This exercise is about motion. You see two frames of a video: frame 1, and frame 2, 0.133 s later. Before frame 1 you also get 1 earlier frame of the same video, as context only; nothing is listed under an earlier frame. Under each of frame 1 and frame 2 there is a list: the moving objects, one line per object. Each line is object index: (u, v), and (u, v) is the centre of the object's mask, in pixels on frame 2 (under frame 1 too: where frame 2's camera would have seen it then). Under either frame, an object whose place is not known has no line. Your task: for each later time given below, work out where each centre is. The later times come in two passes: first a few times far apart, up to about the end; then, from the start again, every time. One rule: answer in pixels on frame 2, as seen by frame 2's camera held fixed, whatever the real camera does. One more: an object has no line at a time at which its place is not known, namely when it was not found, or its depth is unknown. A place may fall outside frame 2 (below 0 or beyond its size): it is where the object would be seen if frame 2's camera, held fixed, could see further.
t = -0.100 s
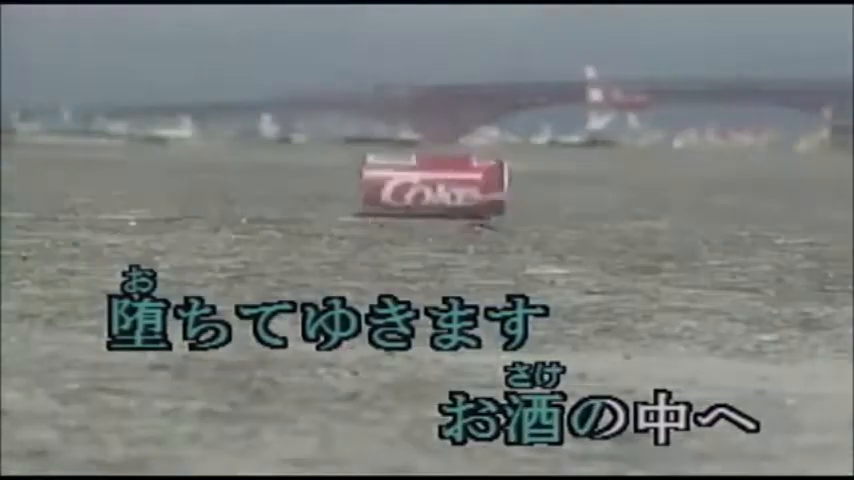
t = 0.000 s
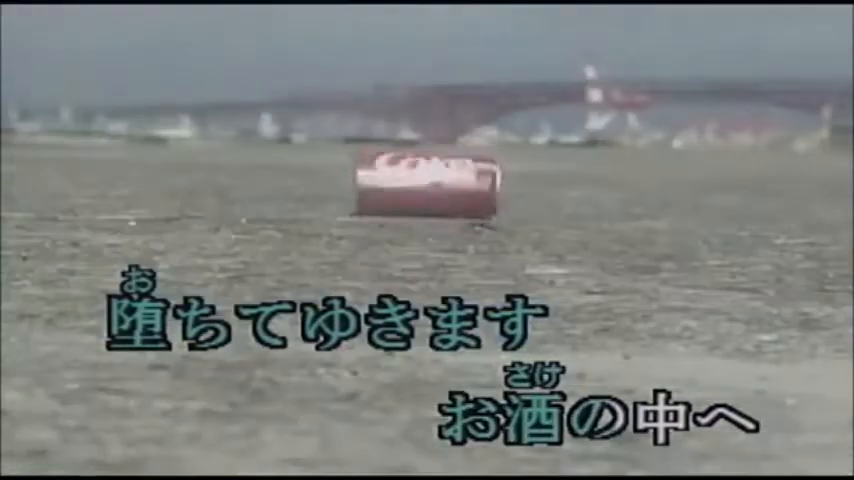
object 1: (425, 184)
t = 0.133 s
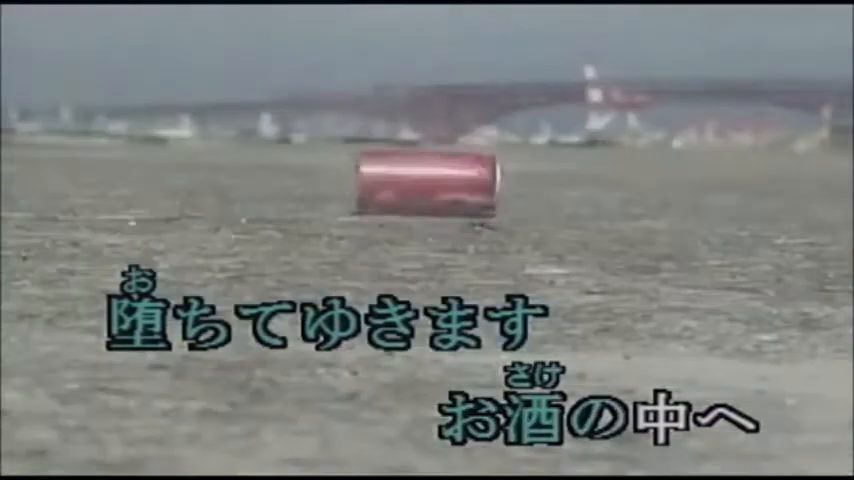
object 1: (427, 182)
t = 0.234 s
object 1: (423, 181)
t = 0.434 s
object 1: (407, 180)
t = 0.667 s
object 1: (388, 180)
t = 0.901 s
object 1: (372, 176)
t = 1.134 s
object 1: (342, 174)
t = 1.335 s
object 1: (316, 172)
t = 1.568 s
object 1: (286, 170)
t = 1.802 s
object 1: (260, 168)
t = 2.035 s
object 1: (250, 168)
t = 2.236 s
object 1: (242, 166)
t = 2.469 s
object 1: (235, 167)
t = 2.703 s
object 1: (233, 166)
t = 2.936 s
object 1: (240, 167)
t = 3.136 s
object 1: (242, 164)
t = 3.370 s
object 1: (244, 165)
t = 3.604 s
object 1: (245, 163)
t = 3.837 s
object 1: (240, 161)
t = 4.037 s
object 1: (227, 161)
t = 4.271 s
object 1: (212, 162)
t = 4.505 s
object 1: (195, 159)
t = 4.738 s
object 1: (175, 155)
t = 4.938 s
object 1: (155, 155)
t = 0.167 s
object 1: (426, 182)
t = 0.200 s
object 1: (424, 181)
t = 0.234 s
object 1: (423, 181)
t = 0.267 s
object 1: (422, 181)
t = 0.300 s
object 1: (418, 182)
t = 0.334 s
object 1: (412, 180)
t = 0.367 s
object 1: (408, 181)
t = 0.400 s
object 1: (406, 181)
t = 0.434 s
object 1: (407, 180)
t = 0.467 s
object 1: (406, 180)
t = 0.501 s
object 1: (405, 179)
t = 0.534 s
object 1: (401, 179)
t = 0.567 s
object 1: (396, 178)
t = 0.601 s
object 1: (392, 179)
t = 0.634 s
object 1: (391, 178)
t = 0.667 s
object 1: (388, 180)
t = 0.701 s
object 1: (387, 179)
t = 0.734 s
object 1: (384, 179)
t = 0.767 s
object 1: (380, 178)
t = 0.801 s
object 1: (380, 177)
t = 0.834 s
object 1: (377, 177)
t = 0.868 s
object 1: (373, 177)
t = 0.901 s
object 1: (372, 176)
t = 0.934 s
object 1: (371, 177)
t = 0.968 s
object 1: (365, 176)
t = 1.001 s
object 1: (360, 175)
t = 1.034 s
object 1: (354, 175)
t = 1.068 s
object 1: (350, 175)
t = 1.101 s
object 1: (347, 175)
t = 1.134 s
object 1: (342, 174)
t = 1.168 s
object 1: (337, 174)
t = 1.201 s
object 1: (333, 174)
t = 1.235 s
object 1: (329, 174)
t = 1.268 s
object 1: (324, 174)
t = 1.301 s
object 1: (319, 173)
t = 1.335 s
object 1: (316, 172)
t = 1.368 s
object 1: (311, 172)
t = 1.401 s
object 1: (305, 172)
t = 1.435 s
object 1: (297, 171)
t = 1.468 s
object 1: (292, 171)
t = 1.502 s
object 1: (291, 170)
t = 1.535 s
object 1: (288, 170)
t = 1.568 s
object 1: (286, 170)
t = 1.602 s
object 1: (284, 169)
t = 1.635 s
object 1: (279, 168)
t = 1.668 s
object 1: (275, 169)
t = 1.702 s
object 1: (272, 169)
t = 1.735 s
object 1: (268, 167)
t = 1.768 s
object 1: (264, 167)
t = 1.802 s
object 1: (260, 168)
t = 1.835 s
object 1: (255, 167)
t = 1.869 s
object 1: (251, 168)
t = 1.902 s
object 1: (250, 169)
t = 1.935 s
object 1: (250, 168)
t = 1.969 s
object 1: (249, 168)
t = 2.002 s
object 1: (249, 168)
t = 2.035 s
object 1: (250, 168)
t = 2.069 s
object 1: (250, 168)
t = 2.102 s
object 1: (249, 168)
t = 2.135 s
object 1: (247, 168)
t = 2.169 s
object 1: (247, 167)
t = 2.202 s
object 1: (244, 165)
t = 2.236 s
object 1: (242, 166)
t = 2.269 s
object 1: (241, 167)
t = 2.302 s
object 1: (240, 166)
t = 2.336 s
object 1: (240, 165)
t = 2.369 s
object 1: (240, 165)
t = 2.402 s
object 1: (238, 166)
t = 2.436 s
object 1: (235, 166)
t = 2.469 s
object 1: (235, 167)
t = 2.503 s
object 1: (235, 166)
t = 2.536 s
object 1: (233, 167)
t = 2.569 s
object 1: (233, 168)
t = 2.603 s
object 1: (234, 166)
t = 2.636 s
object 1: (233, 167)
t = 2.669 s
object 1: (233, 166)
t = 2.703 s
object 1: (233, 166)
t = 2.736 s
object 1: (233, 166)
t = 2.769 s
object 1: (236, 167)
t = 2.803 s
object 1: (237, 167)
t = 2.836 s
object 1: (238, 168)
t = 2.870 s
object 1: (239, 167)
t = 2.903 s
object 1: (240, 166)
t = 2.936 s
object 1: (240, 167)
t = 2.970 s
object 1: (240, 167)
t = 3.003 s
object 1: (241, 166)
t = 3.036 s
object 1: (244, 165)
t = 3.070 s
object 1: (244, 164)
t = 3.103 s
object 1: (243, 165)
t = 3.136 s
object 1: (242, 164)
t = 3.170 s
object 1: (241, 164)
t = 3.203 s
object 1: (238, 165)
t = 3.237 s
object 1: (239, 164)
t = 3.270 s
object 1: (241, 164)
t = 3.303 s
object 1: (243, 165)
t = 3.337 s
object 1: (244, 165)
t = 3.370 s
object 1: (244, 165)
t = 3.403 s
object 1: (244, 165)
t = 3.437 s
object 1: (244, 164)
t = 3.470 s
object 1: (244, 165)
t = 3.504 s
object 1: (247, 164)
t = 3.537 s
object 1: (248, 162)
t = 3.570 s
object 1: (247, 163)
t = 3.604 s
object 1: (245, 163)
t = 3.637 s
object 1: (246, 163)
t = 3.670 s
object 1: (246, 161)
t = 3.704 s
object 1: (246, 162)
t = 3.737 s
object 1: (246, 161)
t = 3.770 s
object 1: (244, 161)
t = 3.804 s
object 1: (244, 160)
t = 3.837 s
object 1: (240, 161)
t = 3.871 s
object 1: (238, 161)
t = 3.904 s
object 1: (236, 161)
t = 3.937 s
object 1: (232, 162)
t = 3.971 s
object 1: (230, 162)
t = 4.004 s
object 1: (228, 162)
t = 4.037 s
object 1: (227, 161)
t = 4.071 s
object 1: (224, 161)
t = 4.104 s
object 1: (222, 162)
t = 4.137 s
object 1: (220, 162)
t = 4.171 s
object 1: (218, 162)
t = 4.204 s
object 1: (215, 161)
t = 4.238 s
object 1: (214, 162)
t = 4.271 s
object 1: (212, 162)
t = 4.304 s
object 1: (208, 162)
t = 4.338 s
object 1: (206, 161)
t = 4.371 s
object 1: (205, 163)
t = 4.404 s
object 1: (202, 160)
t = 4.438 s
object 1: (200, 160)
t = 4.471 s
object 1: (198, 159)
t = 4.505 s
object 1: (195, 159)
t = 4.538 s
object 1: (192, 158)
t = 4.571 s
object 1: (189, 158)
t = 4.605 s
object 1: (187, 158)
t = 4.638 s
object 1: (184, 157)
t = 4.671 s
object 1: (182, 158)
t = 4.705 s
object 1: (178, 157)
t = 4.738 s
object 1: (175, 155)
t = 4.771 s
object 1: (172, 156)
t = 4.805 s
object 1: (169, 154)
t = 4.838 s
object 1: (167, 155)
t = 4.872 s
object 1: (163, 155)
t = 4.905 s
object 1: (159, 155)
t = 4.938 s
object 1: (155, 155)
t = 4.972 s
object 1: (150, 155)
